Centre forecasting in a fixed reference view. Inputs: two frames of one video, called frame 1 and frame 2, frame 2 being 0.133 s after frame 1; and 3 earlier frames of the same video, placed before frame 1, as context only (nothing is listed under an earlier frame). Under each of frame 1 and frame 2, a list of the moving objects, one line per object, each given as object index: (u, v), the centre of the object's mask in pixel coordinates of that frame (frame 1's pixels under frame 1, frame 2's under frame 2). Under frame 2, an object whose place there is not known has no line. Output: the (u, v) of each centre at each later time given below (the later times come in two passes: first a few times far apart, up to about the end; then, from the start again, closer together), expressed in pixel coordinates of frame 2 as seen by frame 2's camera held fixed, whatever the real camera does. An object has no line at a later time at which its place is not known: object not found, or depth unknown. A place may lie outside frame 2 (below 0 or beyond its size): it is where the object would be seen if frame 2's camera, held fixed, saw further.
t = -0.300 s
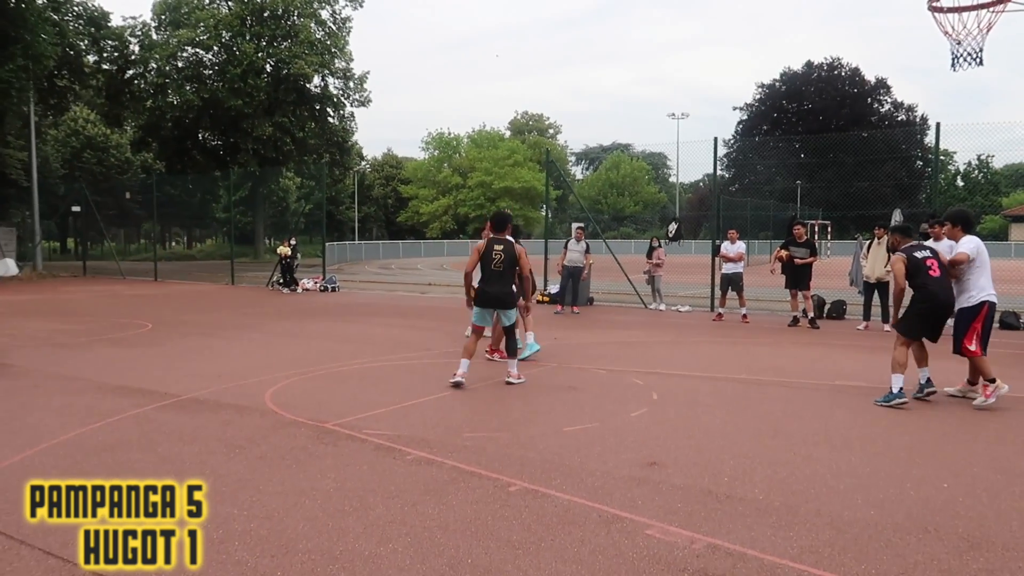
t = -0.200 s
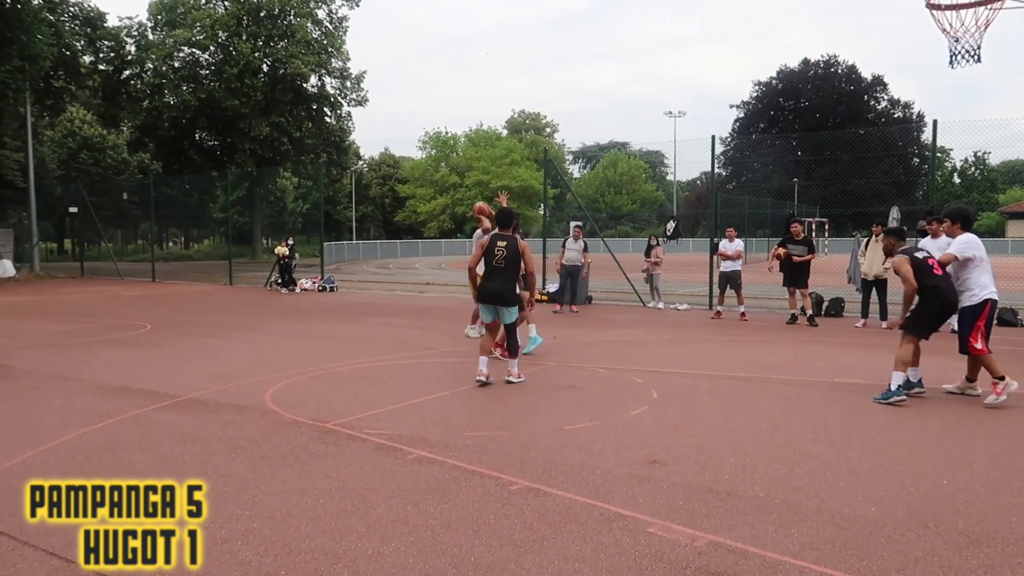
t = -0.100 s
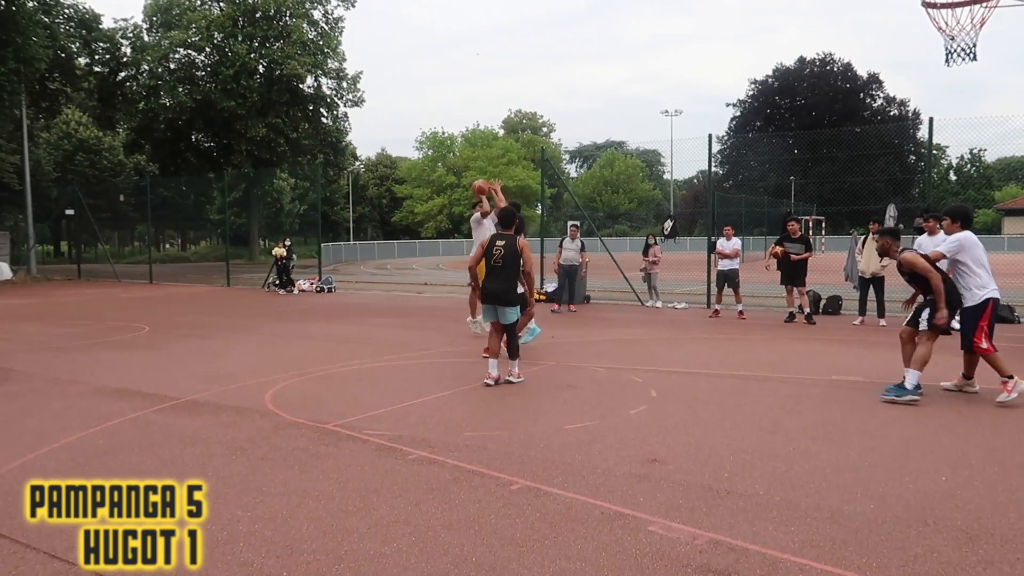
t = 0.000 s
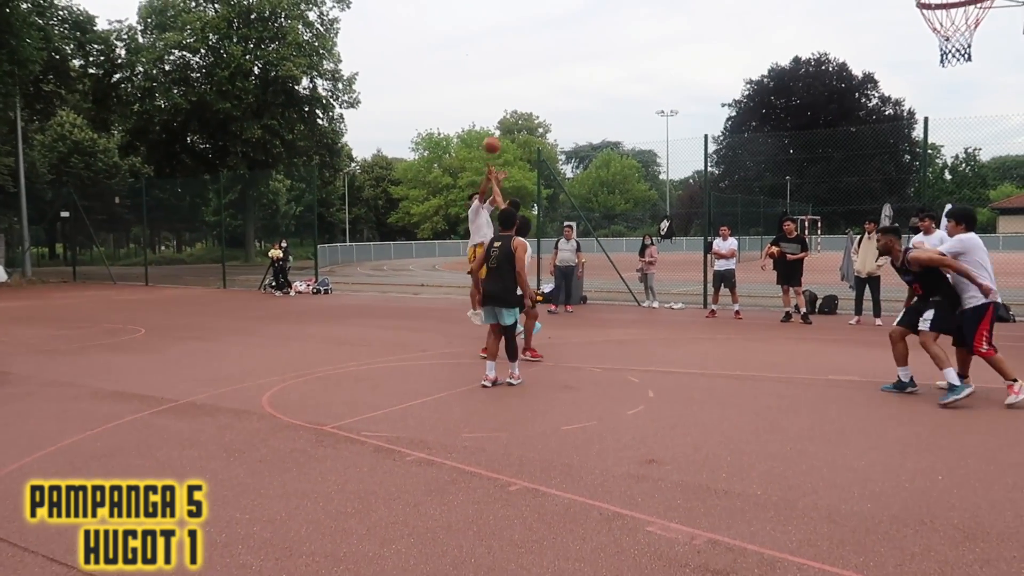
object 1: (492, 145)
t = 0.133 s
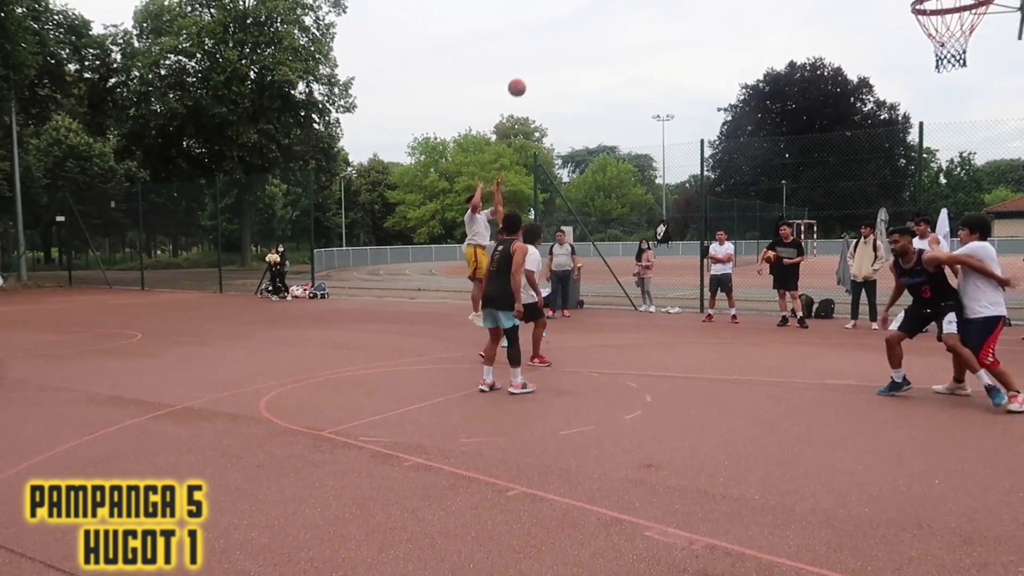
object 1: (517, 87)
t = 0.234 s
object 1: (541, 44)
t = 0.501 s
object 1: (622, -51)
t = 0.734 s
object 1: (712, -95)
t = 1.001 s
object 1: (855, -79)
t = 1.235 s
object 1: (986, -46)
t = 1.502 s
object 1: (876, -101)
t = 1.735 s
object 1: (787, -64)
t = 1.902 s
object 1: (727, 4)
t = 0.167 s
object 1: (524, 72)
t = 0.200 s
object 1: (533, 58)
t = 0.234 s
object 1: (541, 44)
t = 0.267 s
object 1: (550, 29)
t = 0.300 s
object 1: (559, 16)
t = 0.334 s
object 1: (569, 3)
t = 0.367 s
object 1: (580, -9)
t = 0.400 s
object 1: (590, -20)
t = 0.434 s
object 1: (599, -31)
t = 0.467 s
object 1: (610, -42)
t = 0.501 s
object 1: (622, -51)
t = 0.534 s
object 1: (633, -59)
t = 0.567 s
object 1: (644, -67)
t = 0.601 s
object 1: (657, -74)
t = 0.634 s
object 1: (669, -81)
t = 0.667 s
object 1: (683, -86)
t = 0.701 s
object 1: (697, -91)
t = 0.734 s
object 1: (712, -95)
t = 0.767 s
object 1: (728, -97)
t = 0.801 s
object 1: (743, -99)
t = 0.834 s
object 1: (760, -99)
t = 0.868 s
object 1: (777, -98)
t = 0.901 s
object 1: (796, -95)
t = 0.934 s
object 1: (815, -91)
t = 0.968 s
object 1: (834, -86)
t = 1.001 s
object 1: (855, -79)
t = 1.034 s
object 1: (876, -70)
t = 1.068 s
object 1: (898, -59)
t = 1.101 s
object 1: (922, -46)
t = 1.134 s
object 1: (946, -31)
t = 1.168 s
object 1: (972, -15)
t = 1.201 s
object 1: (988, -28)
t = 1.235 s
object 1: (986, -46)
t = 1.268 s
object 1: (972, -59)
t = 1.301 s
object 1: (958, -70)
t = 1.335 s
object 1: (944, -79)
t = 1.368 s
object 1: (930, -87)
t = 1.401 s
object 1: (917, -93)
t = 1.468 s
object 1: (890, -100)
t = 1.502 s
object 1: (876, -101)
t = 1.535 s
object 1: (863, -100)
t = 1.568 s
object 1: (850, -98)
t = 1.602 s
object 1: (837, -94)
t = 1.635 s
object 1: (824, -89)
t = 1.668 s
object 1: (811, -82)
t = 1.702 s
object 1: (799, -74)
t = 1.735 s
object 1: (787, -64)
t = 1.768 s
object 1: (774, -53)
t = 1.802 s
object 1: (762, -40)
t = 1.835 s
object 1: (750, -27)
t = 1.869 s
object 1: (738, -12)
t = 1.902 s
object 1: (727, 4)
